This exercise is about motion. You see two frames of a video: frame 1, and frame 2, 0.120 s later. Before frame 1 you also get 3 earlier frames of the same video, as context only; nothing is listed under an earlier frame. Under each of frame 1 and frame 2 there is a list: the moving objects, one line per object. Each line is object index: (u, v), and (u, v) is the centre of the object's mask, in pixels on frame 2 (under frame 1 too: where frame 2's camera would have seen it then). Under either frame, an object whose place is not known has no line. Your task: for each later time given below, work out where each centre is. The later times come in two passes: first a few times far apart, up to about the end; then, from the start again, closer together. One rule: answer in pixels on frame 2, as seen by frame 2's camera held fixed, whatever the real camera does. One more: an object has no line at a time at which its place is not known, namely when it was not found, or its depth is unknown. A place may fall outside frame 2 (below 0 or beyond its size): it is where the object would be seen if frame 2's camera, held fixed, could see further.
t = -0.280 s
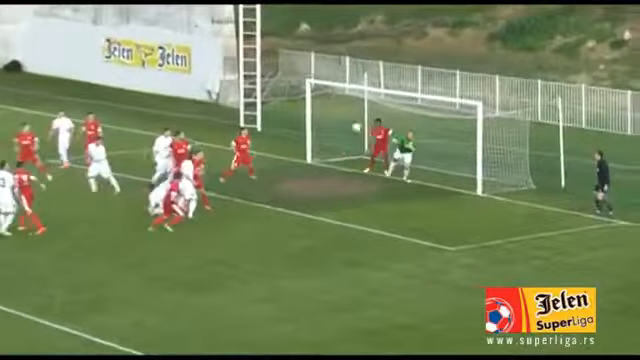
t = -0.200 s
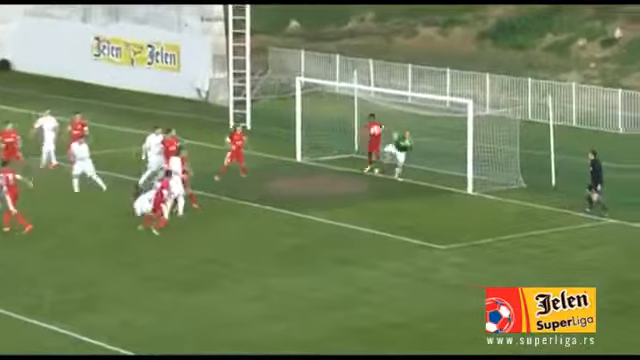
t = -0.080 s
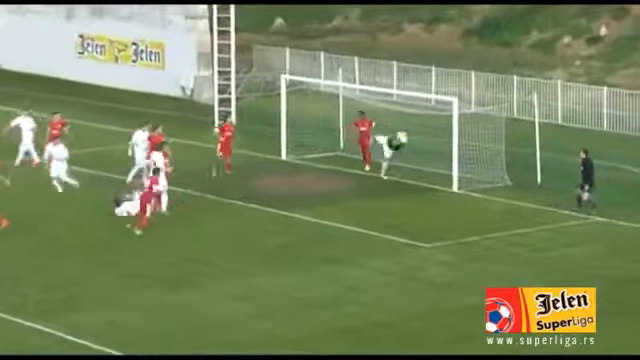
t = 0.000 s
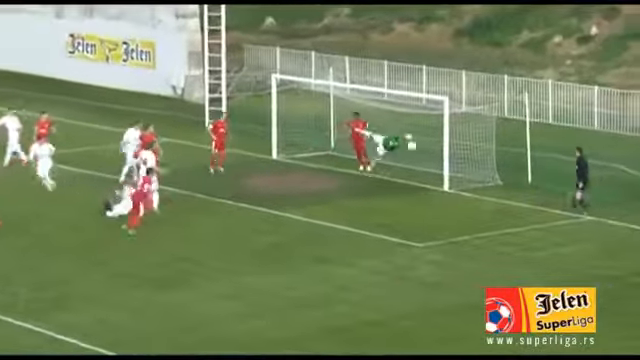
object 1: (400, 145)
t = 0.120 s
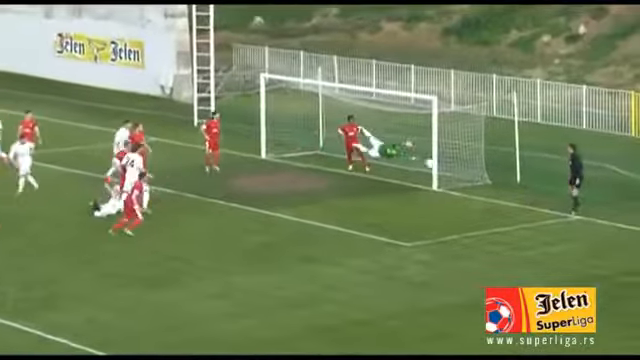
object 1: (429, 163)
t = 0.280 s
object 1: (469, 197)
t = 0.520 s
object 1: (515, 188)
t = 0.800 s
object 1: (569, 197)
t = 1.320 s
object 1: (669, 224)
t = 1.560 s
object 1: (714, 237)
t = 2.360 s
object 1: (867, 265)
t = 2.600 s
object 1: (910, 271)
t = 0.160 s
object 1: (441, 171)
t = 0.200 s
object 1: (449, 179)
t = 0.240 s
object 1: (460, 187)
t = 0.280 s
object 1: (469, 197)
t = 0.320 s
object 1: (478, 200)
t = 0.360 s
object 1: (485, 196)
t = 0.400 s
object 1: (494, 193)
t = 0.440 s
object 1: (500, 190)
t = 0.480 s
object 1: (507, 188)
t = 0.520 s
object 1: (515, 188)
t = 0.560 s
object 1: (523, 187)
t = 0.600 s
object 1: (531, 187)
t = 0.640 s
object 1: (538, 188)
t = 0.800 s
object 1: (569, 197)
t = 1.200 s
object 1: (645, 220)
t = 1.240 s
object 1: (653, 221)
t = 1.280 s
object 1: (661, 222)
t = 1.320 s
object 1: (669, 224)
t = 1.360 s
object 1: (677, 228)
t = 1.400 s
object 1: (684, 231)
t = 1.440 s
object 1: (692, 235)
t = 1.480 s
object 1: (700, 237)
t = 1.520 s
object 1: (708, 236)
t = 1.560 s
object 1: (714, 237)
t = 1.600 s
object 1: (722, 237)
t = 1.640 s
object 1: (731, 239)
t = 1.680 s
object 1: (738, 241)
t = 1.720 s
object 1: (746, 244)
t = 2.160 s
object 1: (829, 259)
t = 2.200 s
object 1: (837, 260)
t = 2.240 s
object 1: (844, 261)
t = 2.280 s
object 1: (852, 262)
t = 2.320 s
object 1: (859, 263)
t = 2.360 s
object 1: (867, 265)
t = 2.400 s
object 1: (874, 266)
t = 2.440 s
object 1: (882, 267)
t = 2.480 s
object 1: (889, 269)
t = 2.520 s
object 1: (896, 270)
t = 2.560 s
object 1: (903, 270)
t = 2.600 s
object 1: (910, 271)
